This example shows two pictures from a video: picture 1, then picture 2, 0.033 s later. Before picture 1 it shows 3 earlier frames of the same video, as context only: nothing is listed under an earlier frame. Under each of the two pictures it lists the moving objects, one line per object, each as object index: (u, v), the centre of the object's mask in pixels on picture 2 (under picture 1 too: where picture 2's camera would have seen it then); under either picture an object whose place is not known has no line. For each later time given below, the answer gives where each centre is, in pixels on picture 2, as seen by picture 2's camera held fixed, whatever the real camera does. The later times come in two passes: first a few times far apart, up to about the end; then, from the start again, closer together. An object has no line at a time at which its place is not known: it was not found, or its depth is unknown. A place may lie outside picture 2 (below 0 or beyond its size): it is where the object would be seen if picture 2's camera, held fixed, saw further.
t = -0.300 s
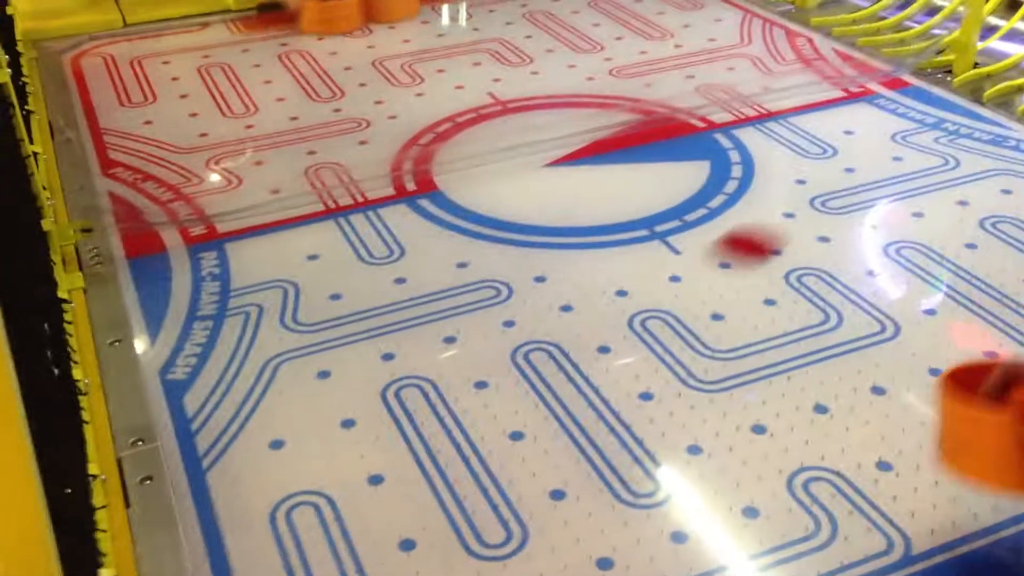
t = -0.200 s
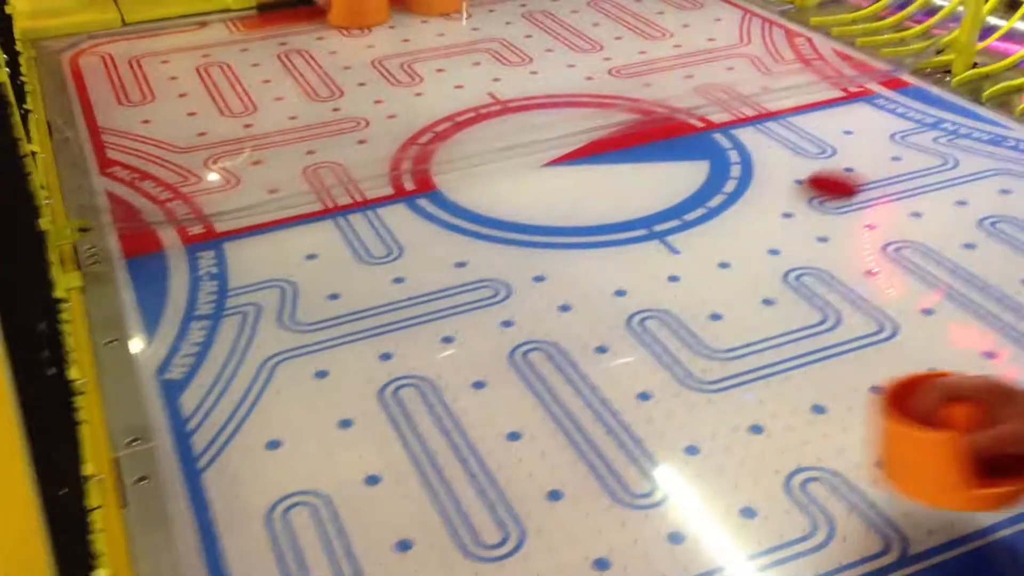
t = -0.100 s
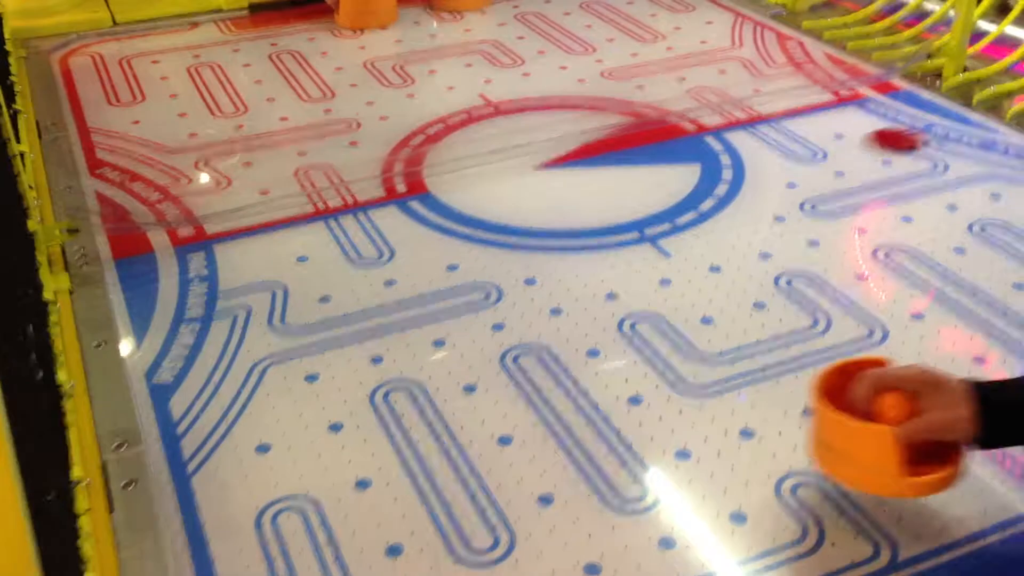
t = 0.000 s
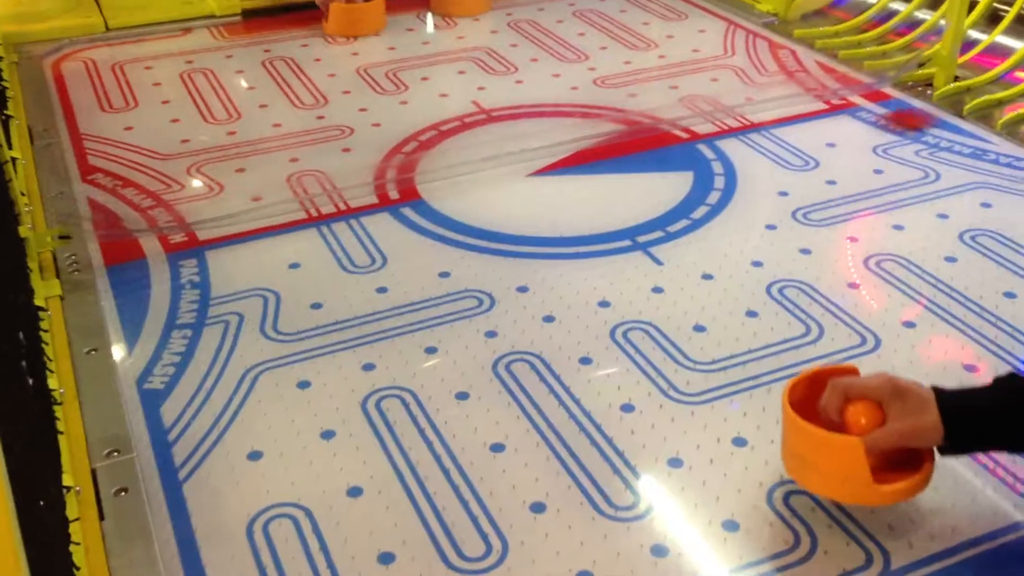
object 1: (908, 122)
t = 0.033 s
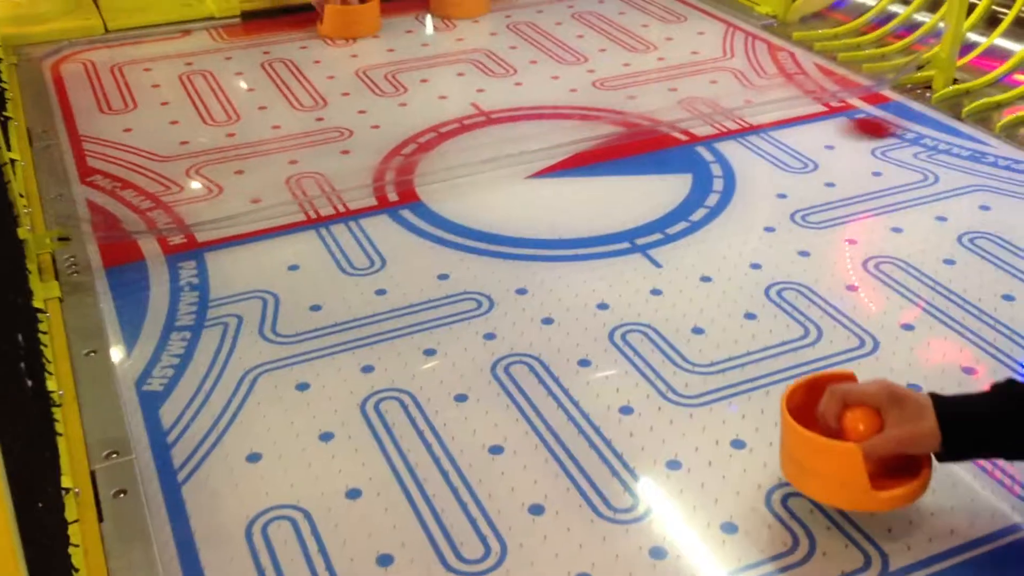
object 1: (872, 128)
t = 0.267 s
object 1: (628, 164)
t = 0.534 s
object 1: (319, 210)
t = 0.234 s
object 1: (663, 159)
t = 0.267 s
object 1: (628, 164)
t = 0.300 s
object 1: (592, 167)
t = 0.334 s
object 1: (553, 174)
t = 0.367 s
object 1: (516, 181)
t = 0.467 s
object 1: (399, 199)
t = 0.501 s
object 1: (362, 202)
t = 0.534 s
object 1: (319, 210)
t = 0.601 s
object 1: (236, 220)
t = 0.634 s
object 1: (189, 228)
